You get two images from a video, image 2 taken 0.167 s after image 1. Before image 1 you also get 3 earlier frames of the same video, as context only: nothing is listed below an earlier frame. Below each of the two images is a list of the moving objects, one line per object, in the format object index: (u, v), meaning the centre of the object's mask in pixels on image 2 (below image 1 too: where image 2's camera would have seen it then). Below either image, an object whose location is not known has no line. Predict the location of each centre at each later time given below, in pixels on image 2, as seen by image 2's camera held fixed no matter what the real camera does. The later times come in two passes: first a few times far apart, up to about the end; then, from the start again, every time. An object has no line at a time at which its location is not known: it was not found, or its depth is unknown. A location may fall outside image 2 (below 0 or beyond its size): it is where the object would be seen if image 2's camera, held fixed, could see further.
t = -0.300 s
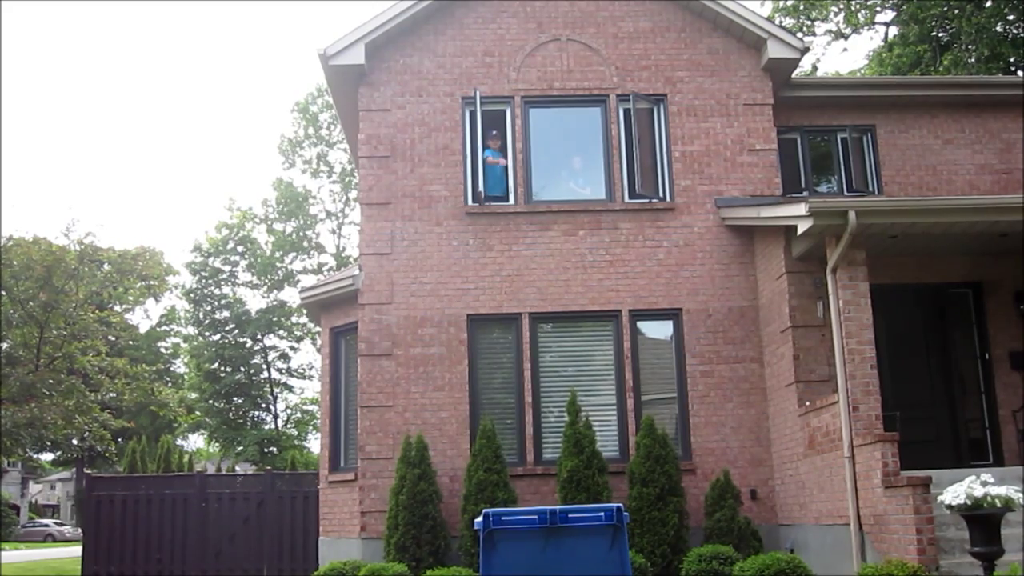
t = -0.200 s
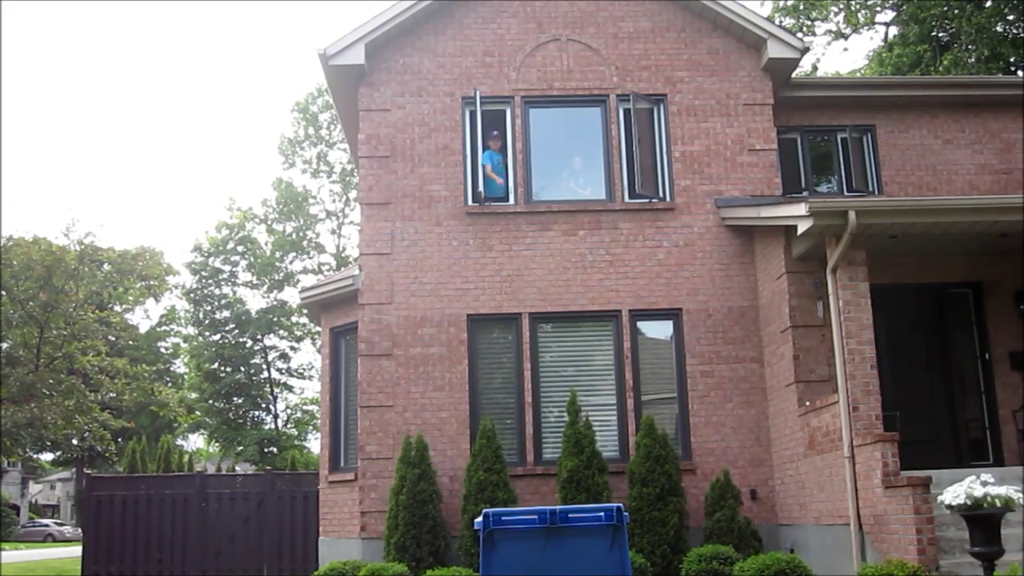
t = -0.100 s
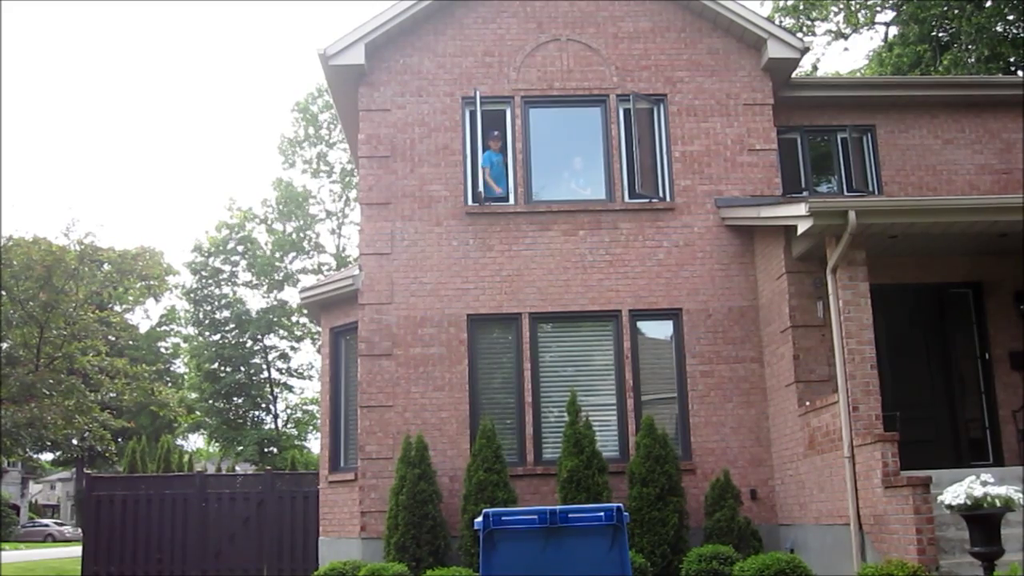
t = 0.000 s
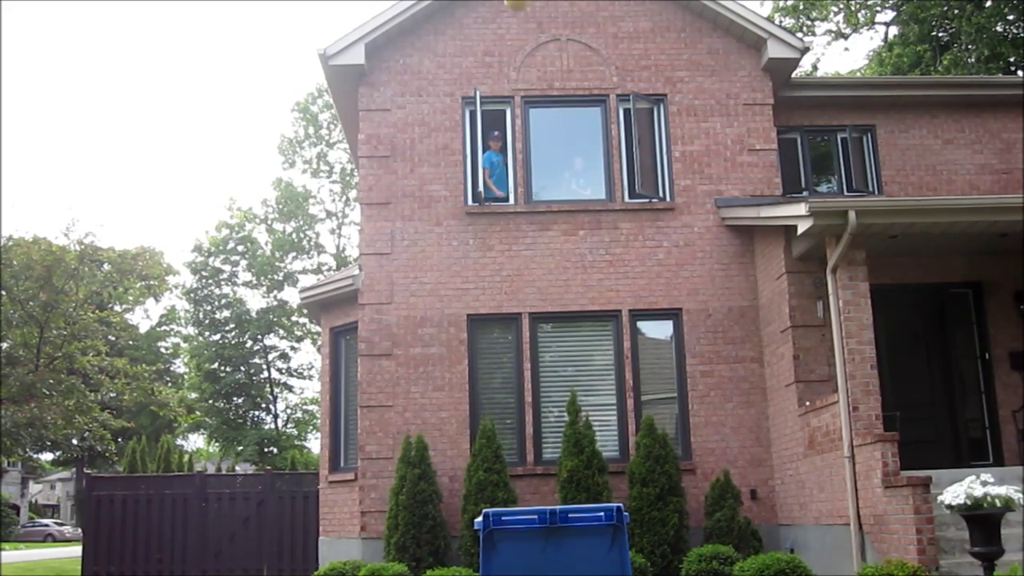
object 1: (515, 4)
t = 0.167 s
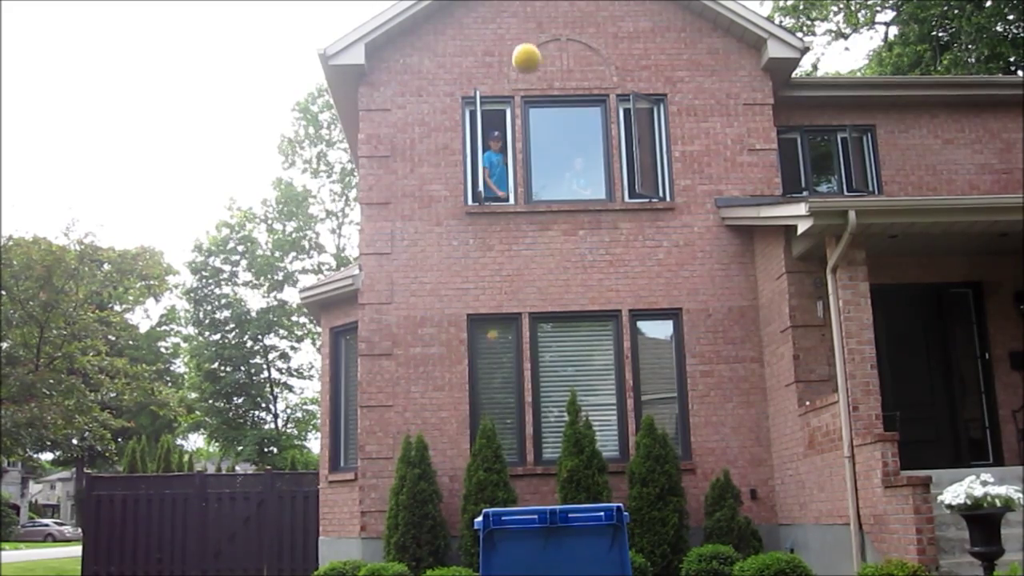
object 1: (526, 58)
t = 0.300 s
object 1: (536, 147)
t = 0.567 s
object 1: (569, 496)
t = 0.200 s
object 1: (528, 76)
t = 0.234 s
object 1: (531, 97)
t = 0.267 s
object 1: (534, 120)
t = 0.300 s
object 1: (536, 147)
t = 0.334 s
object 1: (539, 177)
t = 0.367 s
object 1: (543, 211)
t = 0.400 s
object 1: (546, 248)
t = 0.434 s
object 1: (551, 290)
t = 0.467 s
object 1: (555, 337)
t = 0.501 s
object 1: (560, 389)
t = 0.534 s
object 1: (565, 449)
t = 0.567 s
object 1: (569, 496)
